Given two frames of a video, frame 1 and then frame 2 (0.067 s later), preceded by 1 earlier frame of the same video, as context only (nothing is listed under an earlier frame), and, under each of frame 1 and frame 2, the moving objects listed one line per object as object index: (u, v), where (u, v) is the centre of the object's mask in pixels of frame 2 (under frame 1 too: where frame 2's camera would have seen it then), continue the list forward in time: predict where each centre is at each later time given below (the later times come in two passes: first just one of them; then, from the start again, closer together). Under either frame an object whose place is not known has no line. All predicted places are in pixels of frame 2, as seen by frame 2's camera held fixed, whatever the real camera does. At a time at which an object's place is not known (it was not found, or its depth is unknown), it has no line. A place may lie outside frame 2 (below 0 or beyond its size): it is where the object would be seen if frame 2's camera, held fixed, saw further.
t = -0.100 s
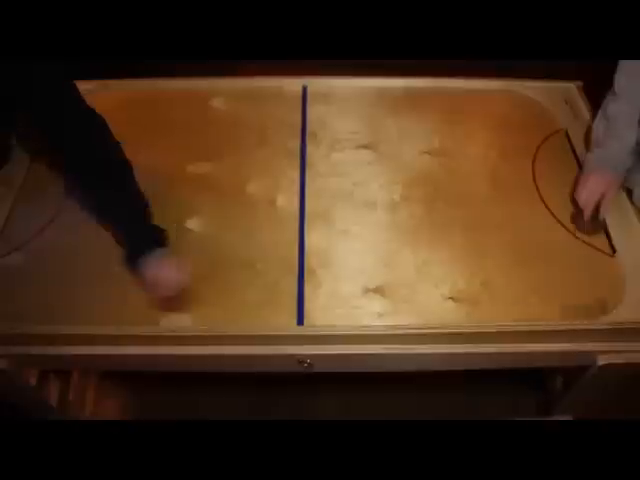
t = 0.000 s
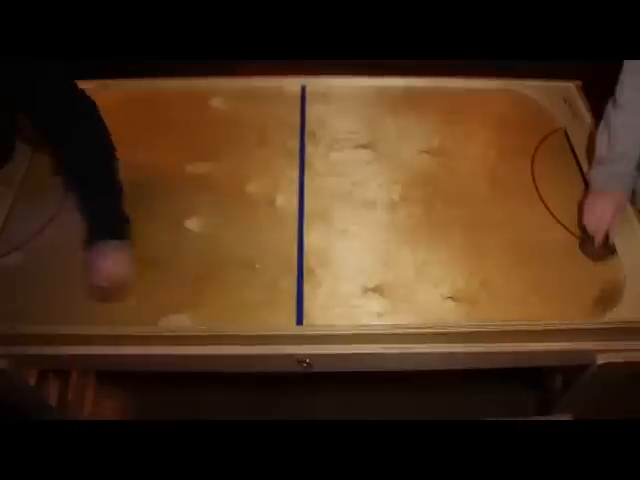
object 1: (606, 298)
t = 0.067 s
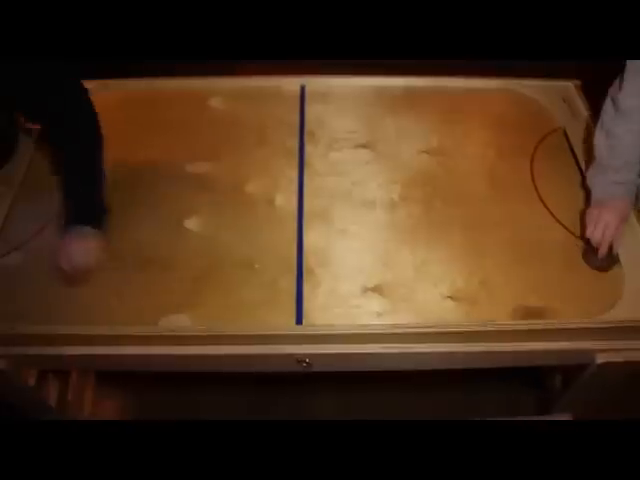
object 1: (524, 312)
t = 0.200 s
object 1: (367, 310)
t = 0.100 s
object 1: (484, 311)
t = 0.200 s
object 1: (367, 310)
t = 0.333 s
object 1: (214, 303)
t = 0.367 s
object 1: (178, 301)
